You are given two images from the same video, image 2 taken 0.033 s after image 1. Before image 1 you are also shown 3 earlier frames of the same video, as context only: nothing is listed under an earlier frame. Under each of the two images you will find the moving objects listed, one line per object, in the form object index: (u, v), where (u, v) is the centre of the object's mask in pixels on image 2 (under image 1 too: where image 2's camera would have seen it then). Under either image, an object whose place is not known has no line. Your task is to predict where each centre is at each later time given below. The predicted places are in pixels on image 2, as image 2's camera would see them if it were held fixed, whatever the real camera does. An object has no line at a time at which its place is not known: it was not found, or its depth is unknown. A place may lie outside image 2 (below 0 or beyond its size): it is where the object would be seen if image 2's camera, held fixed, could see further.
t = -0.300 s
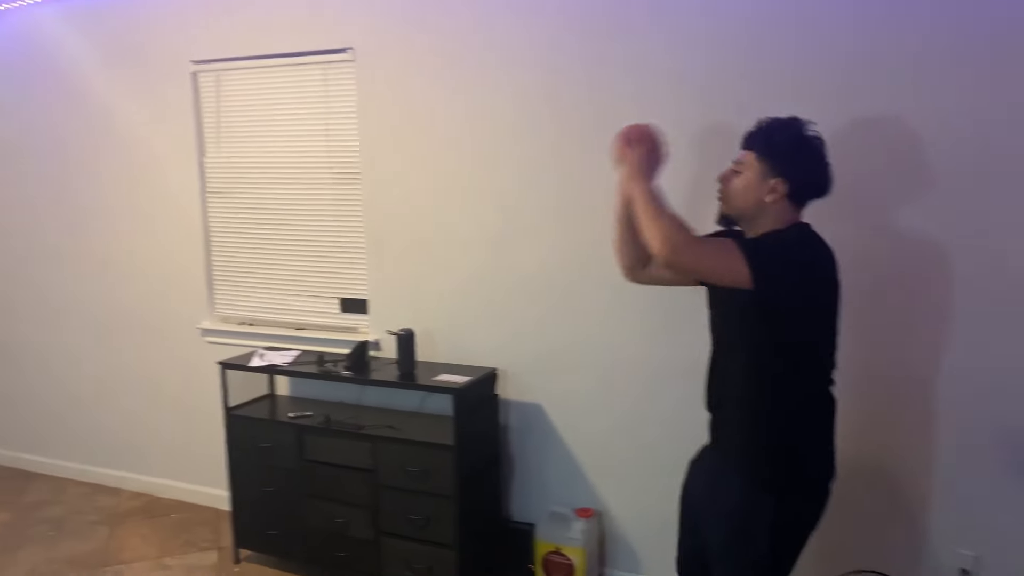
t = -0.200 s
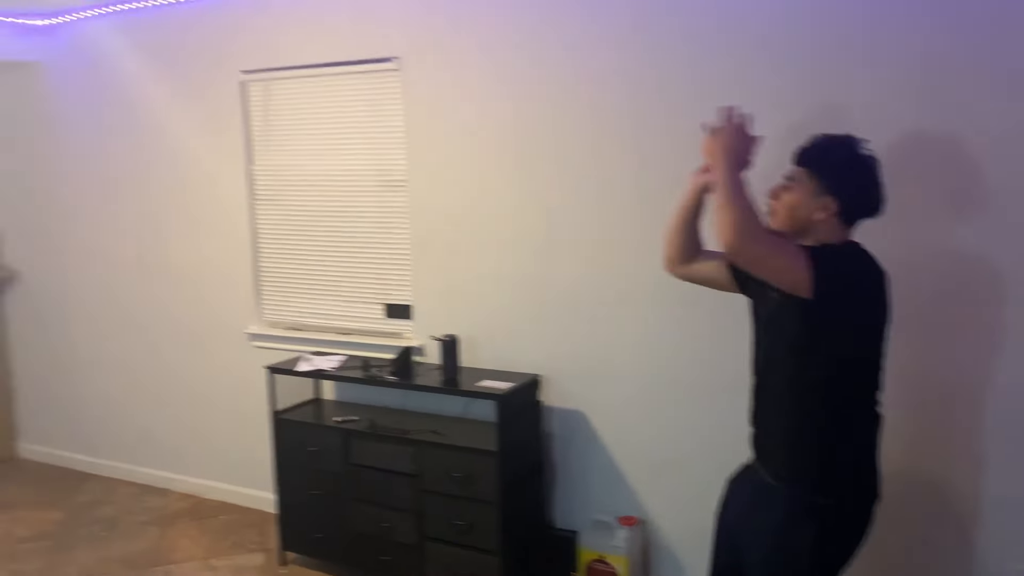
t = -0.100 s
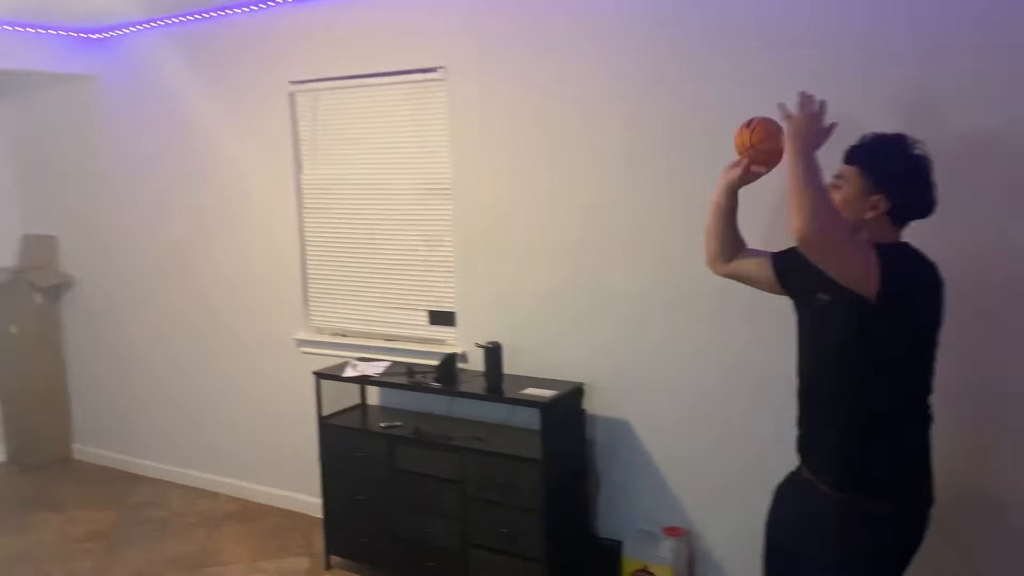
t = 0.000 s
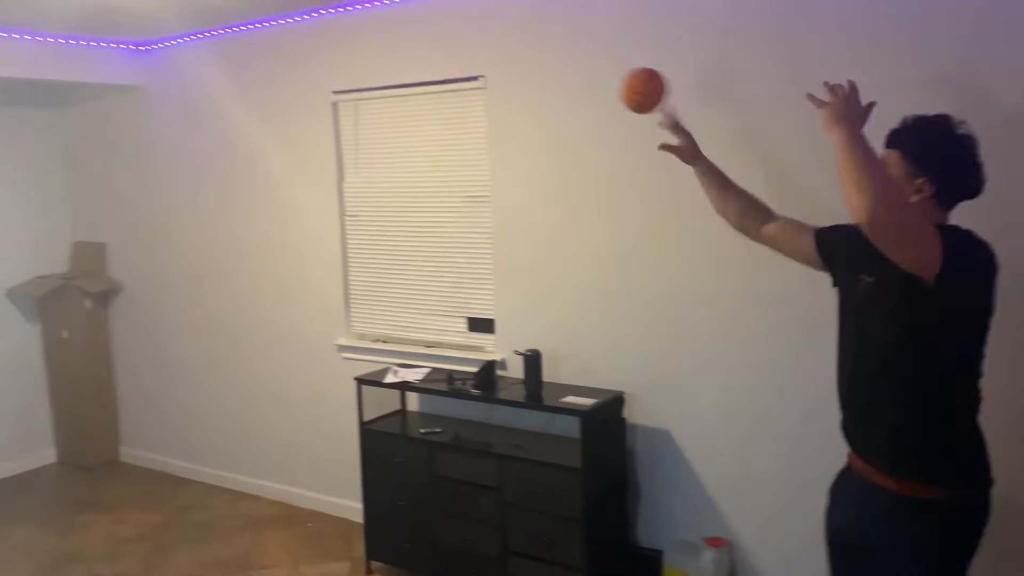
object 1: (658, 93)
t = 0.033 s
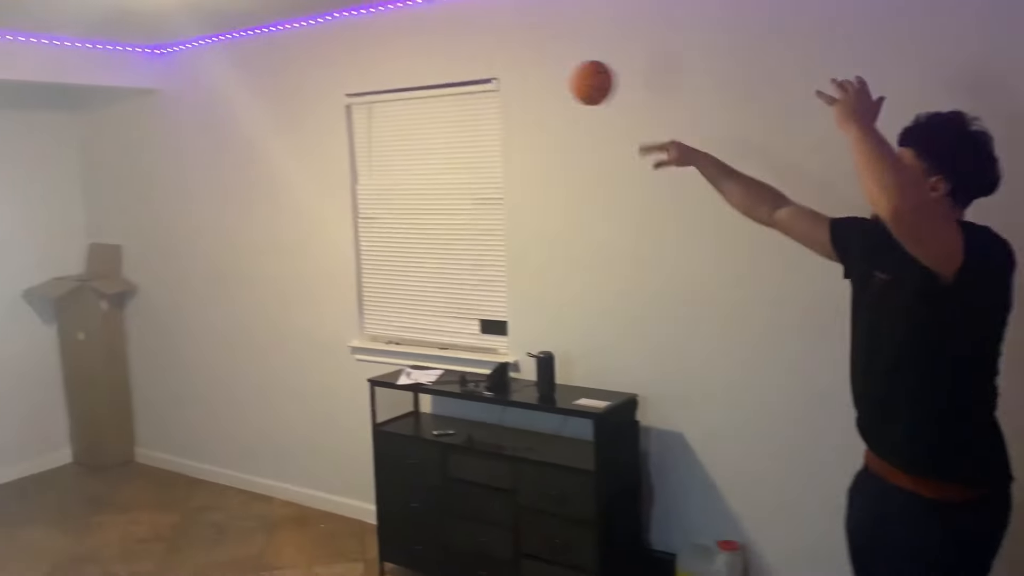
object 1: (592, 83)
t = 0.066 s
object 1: (532, 78)
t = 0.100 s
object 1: (475, 76)
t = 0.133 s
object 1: (425, 78)
